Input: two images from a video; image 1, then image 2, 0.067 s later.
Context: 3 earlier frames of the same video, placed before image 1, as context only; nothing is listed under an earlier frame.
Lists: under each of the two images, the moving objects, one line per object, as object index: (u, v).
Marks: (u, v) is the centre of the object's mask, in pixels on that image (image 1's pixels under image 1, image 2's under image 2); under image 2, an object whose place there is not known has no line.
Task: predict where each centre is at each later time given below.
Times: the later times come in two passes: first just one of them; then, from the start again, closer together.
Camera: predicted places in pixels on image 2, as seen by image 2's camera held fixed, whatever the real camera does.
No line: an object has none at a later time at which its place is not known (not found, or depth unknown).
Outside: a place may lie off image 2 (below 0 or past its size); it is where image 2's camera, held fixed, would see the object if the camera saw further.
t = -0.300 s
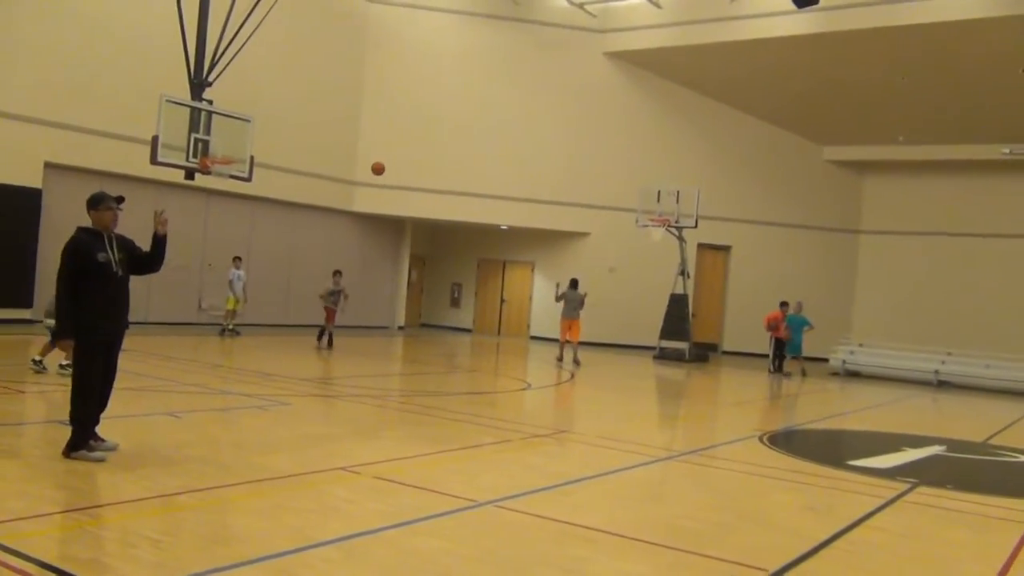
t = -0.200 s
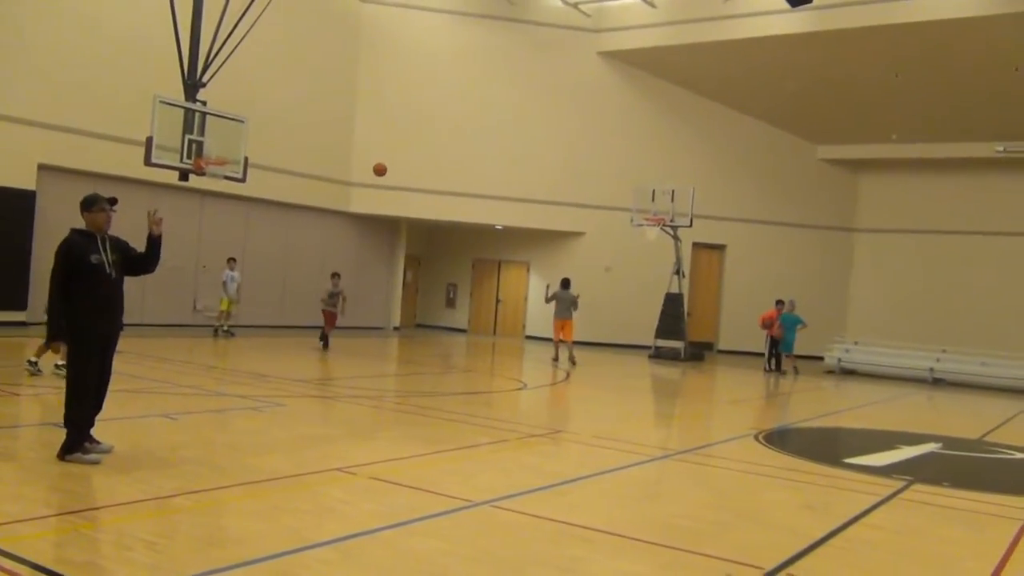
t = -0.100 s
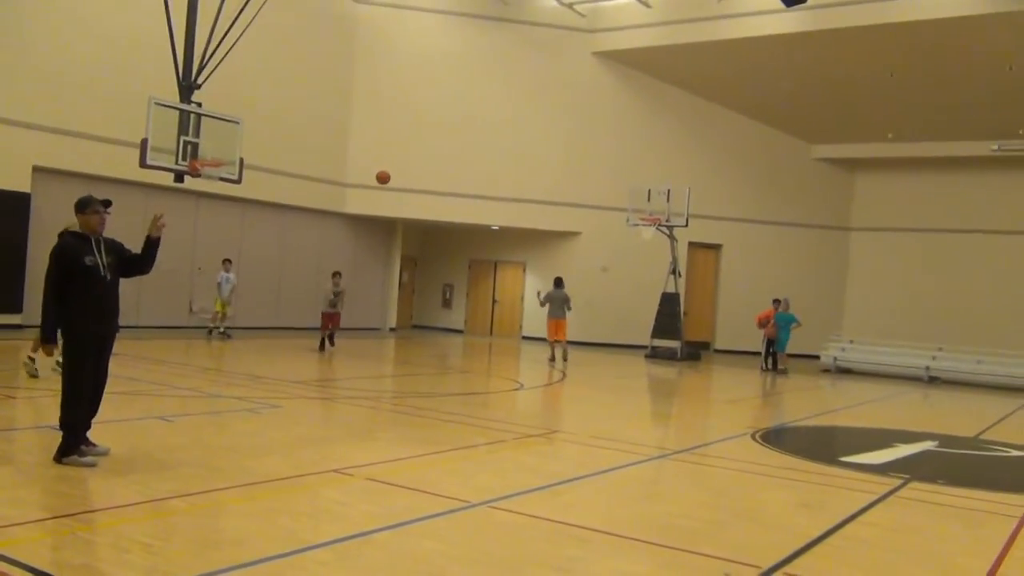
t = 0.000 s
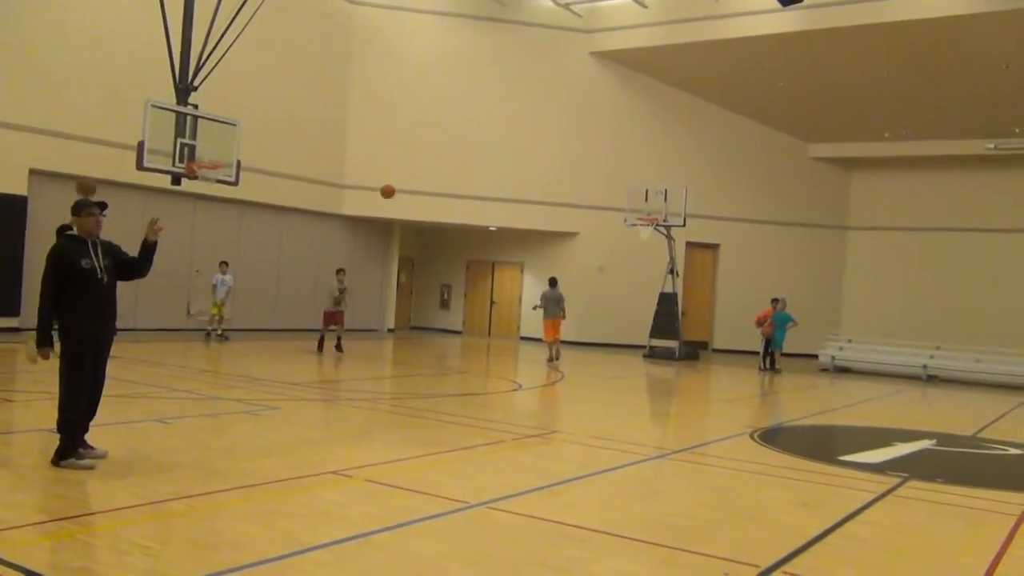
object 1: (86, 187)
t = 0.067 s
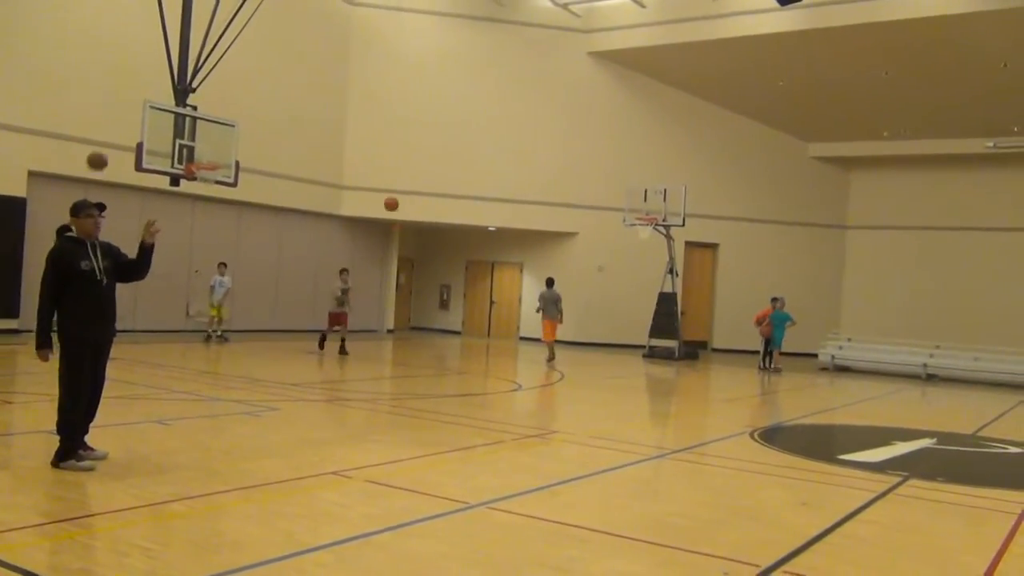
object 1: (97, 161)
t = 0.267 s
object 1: (127, 106)
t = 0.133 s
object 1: (108, 138)
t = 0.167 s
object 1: (113, 128)
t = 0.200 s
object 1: (118, 120)
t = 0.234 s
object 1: (123, 112)
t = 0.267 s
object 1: (127, 106)
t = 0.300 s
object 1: (132, 101)
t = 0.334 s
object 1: (136, 96)
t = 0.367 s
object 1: (140, 93)
